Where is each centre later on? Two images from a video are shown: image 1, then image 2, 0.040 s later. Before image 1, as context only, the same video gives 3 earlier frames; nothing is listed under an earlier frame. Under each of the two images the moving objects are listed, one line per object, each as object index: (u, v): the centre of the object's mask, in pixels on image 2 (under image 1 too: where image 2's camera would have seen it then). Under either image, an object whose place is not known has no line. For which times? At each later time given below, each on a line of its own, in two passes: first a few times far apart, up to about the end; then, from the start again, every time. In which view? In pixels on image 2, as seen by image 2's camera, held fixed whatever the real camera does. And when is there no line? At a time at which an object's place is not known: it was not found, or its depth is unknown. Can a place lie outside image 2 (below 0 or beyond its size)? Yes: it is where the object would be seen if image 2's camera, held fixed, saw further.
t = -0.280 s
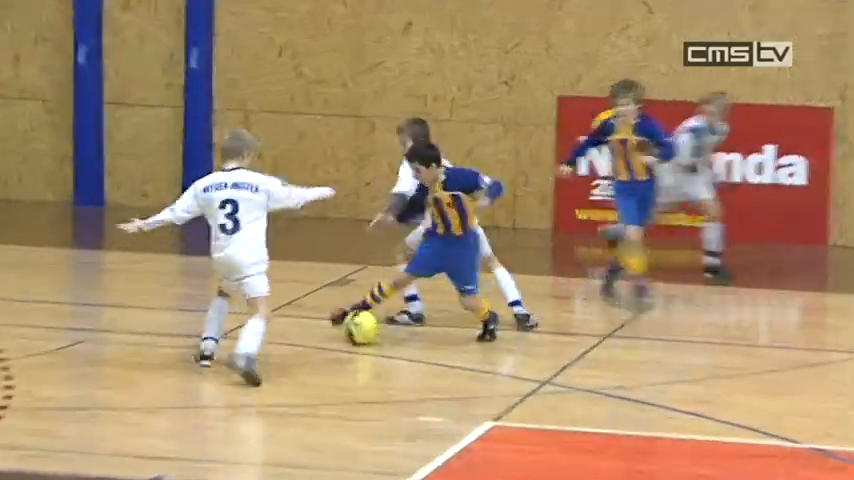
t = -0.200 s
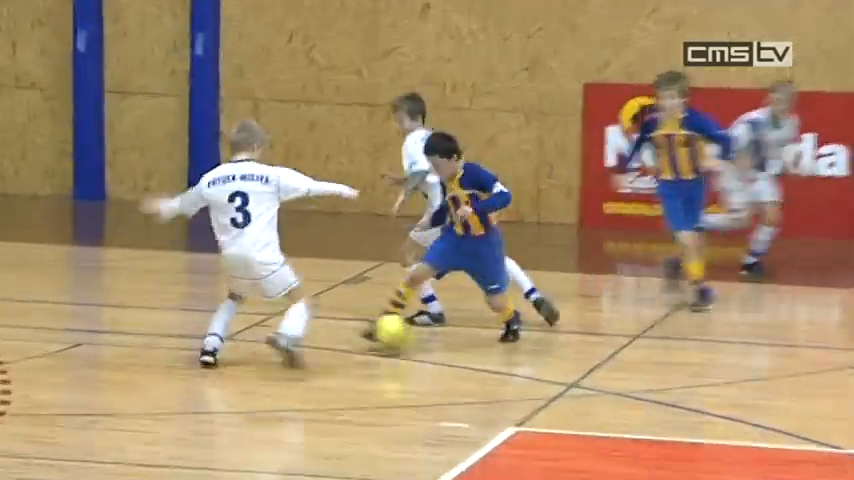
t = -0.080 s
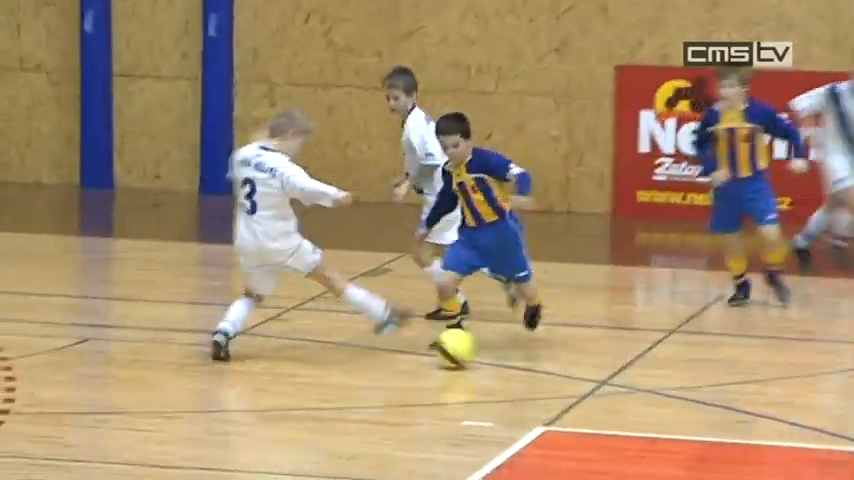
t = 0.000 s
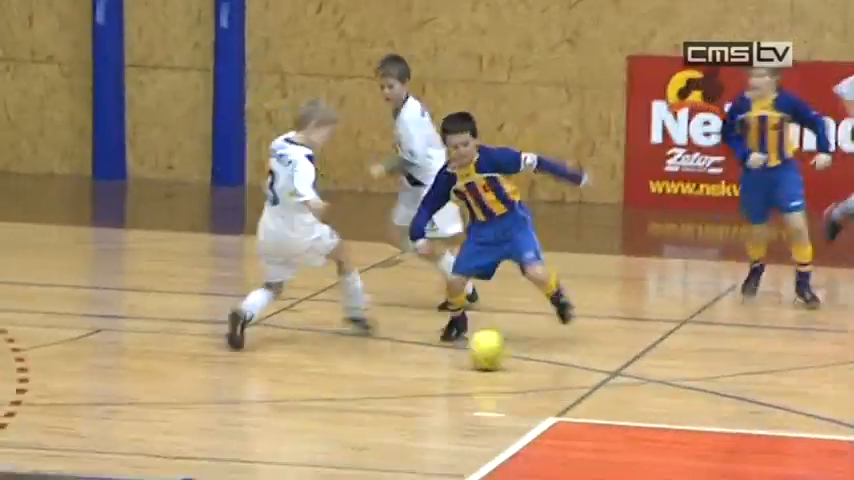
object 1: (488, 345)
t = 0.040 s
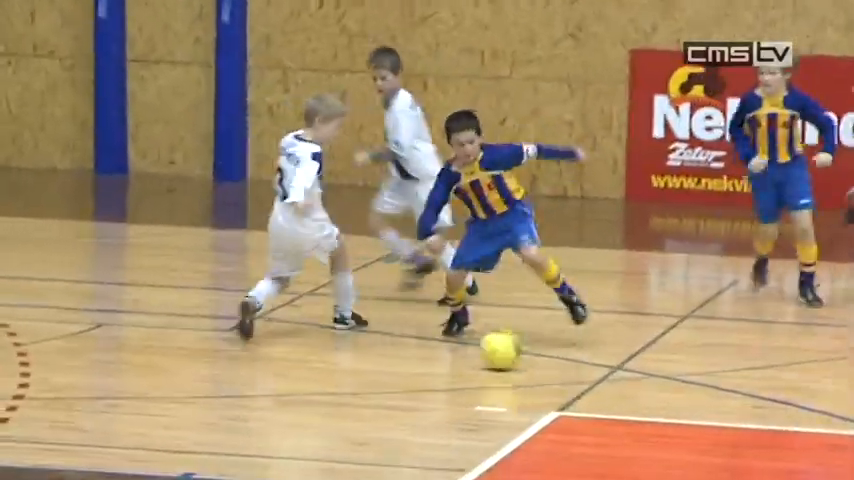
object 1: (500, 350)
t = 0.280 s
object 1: (562, 380)
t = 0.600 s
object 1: (650, 426)
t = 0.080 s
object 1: (512, 355)
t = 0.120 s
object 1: (522, 360)
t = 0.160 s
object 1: (531, 365)
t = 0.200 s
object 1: (542, 370)
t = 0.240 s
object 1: (552, 375)
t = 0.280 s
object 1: (562, 380)
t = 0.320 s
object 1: (572, 386)
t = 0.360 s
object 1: (581, 392)
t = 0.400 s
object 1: (592, 396)
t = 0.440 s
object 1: (605, 402)
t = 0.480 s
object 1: (616, 408)
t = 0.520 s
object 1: (626, 415)
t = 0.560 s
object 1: (638, 419)
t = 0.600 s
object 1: (650, 426)
